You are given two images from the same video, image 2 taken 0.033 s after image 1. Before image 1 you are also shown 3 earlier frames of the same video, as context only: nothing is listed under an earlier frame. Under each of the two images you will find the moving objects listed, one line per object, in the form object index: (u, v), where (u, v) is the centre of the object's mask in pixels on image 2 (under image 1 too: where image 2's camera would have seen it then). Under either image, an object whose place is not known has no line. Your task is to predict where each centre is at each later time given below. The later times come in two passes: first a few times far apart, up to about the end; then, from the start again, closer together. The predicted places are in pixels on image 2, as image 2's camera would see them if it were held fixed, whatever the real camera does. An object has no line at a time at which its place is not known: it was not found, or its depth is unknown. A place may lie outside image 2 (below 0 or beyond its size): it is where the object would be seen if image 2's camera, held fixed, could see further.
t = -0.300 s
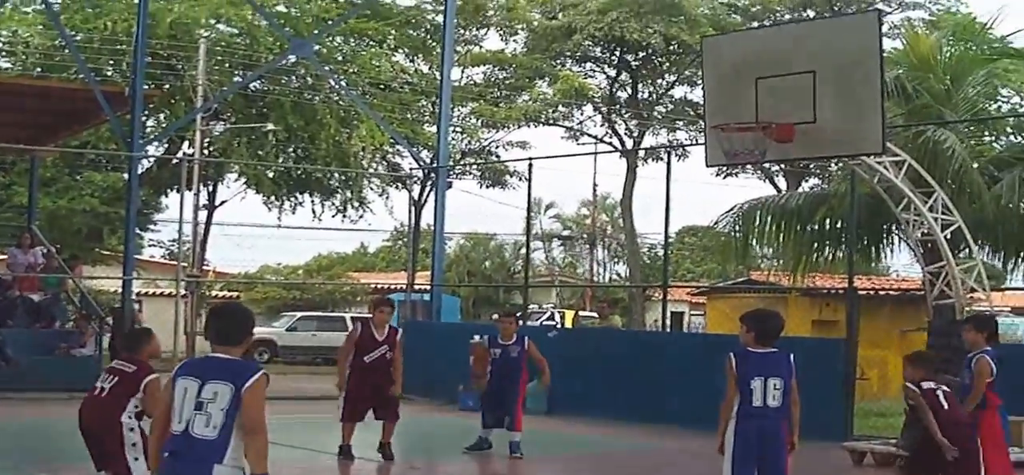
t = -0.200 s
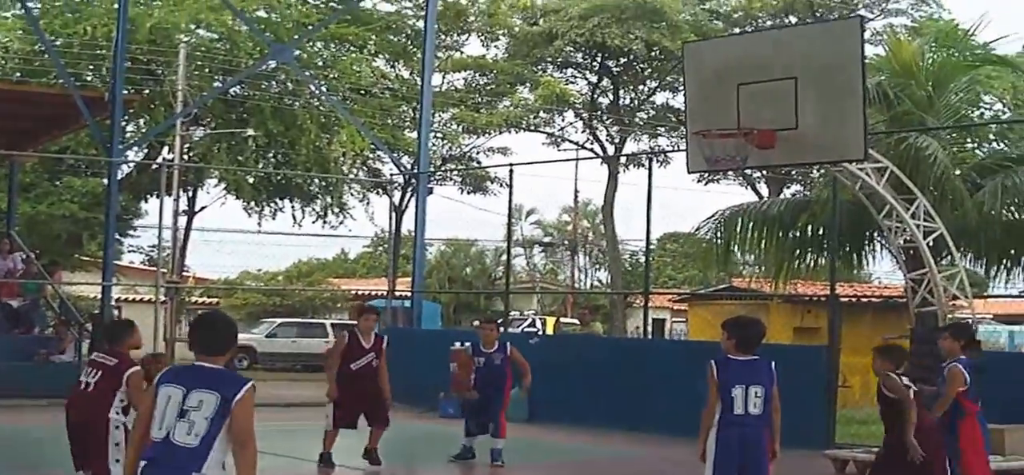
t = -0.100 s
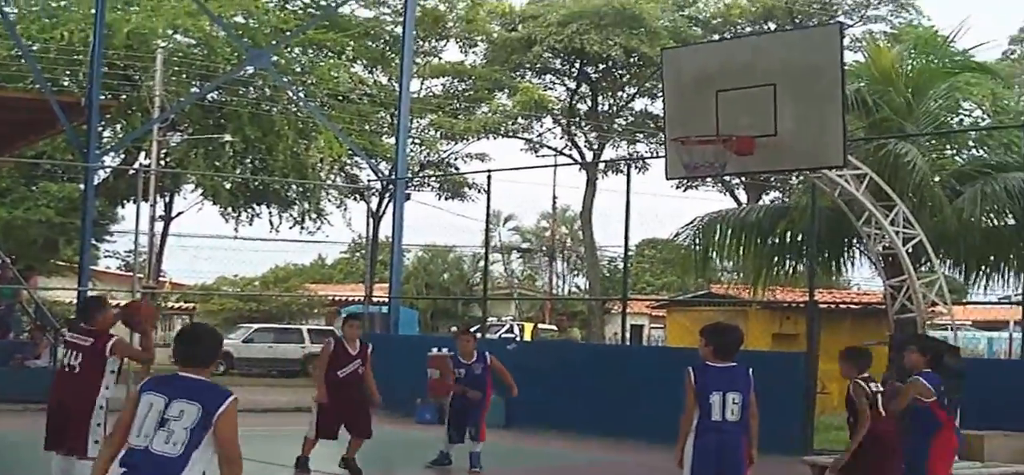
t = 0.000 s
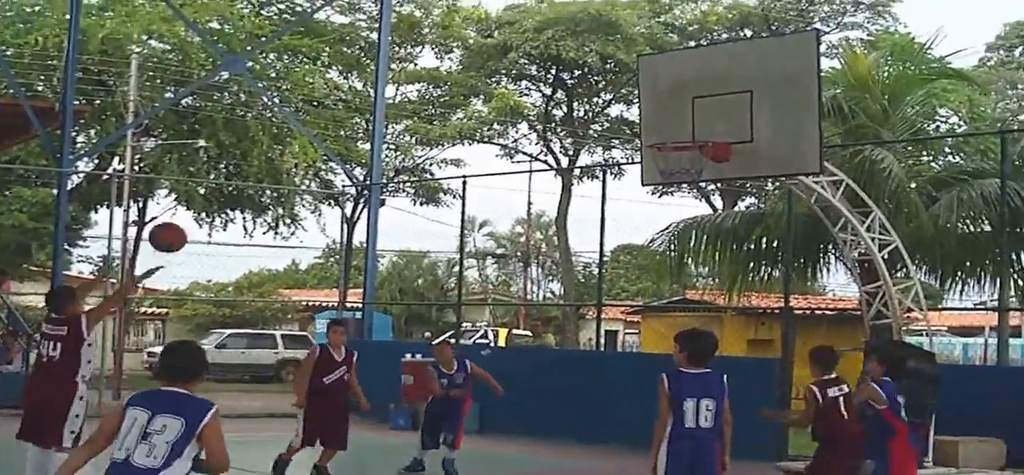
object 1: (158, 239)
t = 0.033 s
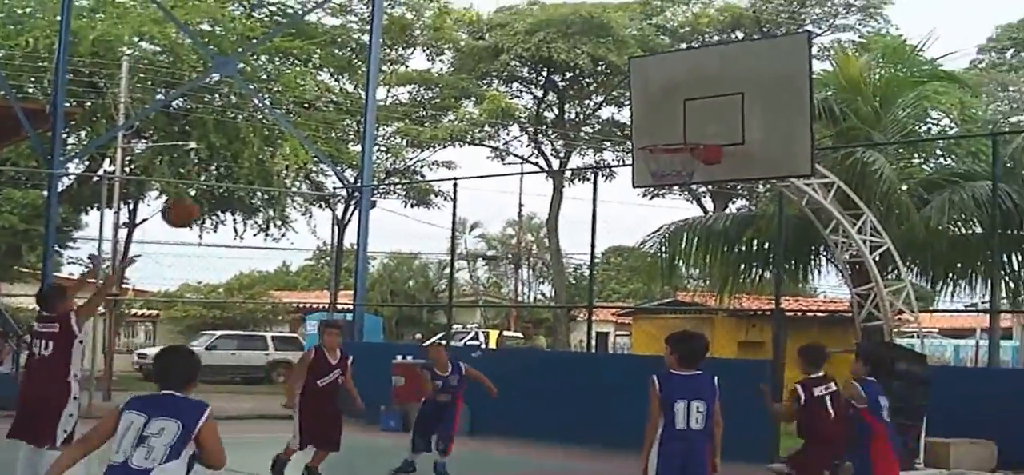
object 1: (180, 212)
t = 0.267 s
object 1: (321, 82)
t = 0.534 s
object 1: (461, 29)
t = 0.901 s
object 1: (618, 99)
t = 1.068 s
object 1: (679, 151)
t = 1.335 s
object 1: (684, 162)
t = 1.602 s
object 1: (644, 198)
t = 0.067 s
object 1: (203, 189)
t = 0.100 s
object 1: (224, 164)
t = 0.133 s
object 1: (245, 146)
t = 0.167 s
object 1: (263, 128)
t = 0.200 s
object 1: (281, 110)
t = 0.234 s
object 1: (303, 95)
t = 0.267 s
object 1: (321, 82)
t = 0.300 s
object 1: (342, 69)
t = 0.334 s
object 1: (359, 60)
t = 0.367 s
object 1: (379, 50)
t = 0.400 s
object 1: (396, 43)
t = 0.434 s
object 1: (414, 36)
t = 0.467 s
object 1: (430, 33)
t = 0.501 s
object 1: (446, 30)
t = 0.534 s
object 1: (461, 29)
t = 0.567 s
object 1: (478, 29)
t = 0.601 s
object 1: (492, 30)
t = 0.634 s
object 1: (510, 32)
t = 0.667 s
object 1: (523, 37)
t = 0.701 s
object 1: (539, 41)
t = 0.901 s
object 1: (618, 99)
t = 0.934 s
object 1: (631, 116)
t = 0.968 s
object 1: (644, 130)
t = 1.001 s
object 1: (656, 139)
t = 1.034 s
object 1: (669, 145)
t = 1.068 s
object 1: (679, 151)
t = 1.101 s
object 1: (682, 153)
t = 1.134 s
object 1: (687, 159)
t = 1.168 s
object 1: (692, 161)
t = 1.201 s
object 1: (694, 163)
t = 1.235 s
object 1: (692, 162)
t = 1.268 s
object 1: (692, 161)
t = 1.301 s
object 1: (688, 161)
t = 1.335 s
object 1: (684, 162)
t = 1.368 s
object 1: (679, 160)
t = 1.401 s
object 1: (673, 163)
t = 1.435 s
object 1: (668, 167)
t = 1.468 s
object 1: (663, 171)
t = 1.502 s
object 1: (660, 173)
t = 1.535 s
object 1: (658, 177)
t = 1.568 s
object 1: (649, 190)
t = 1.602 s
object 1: (644, 198)
